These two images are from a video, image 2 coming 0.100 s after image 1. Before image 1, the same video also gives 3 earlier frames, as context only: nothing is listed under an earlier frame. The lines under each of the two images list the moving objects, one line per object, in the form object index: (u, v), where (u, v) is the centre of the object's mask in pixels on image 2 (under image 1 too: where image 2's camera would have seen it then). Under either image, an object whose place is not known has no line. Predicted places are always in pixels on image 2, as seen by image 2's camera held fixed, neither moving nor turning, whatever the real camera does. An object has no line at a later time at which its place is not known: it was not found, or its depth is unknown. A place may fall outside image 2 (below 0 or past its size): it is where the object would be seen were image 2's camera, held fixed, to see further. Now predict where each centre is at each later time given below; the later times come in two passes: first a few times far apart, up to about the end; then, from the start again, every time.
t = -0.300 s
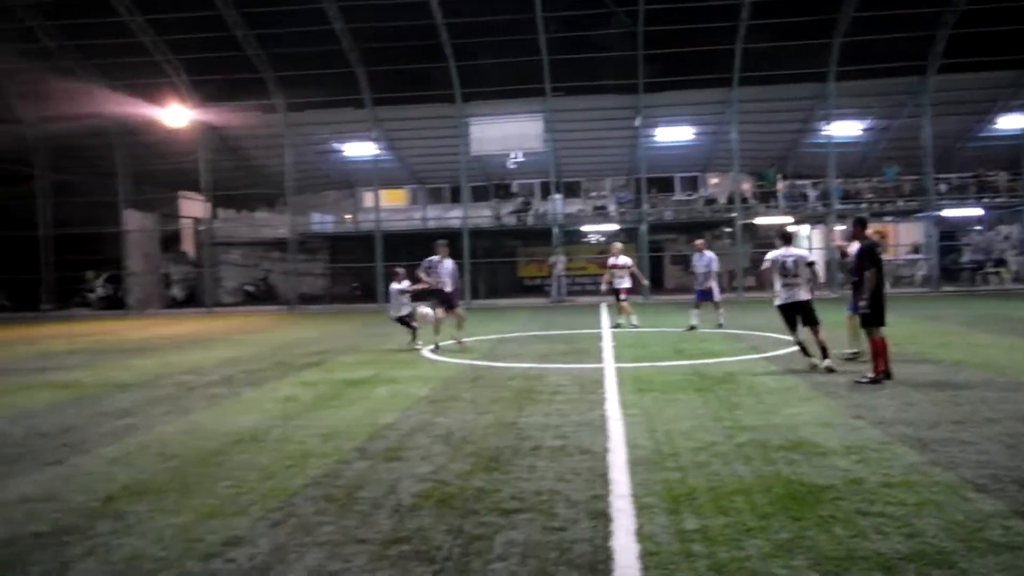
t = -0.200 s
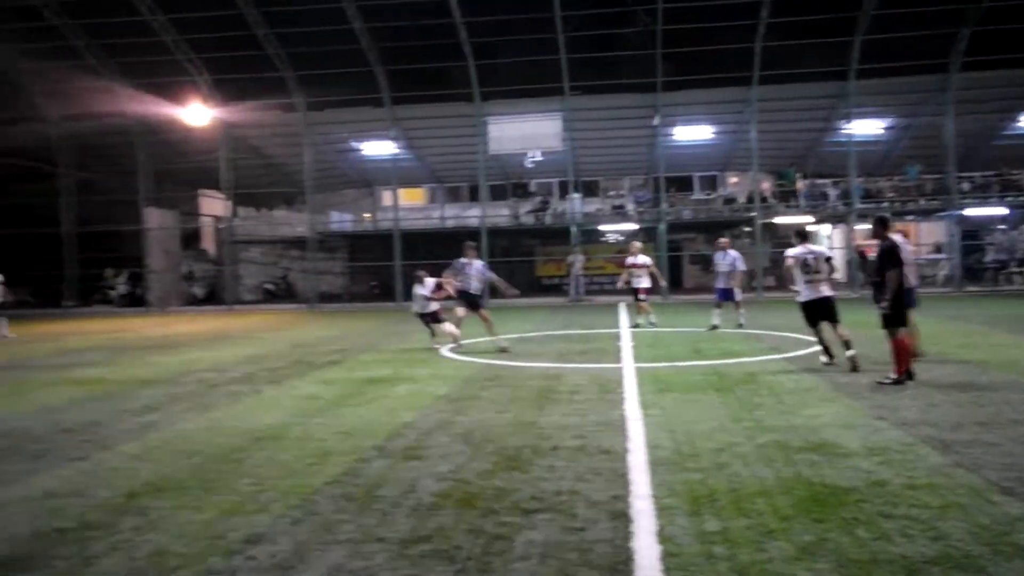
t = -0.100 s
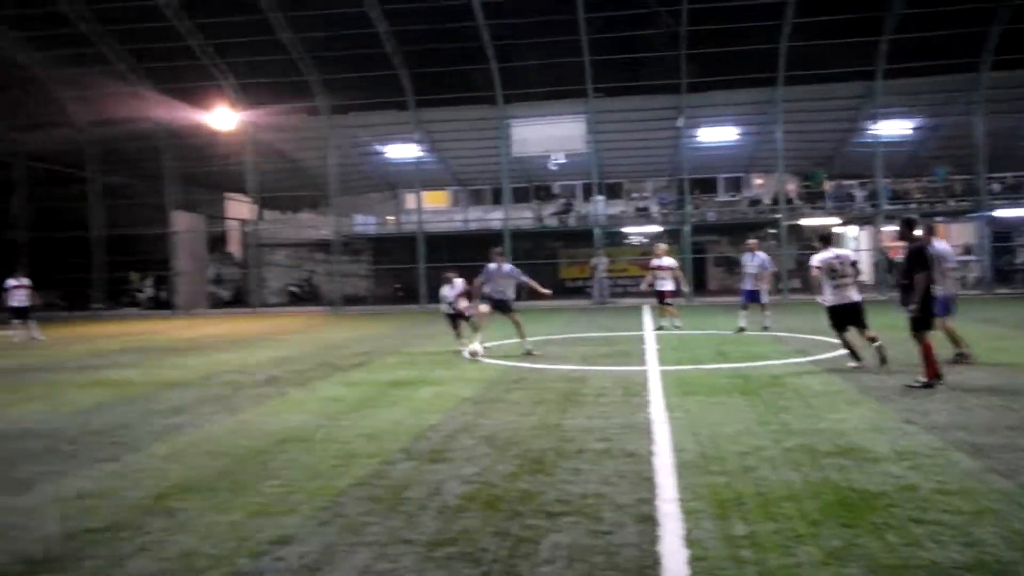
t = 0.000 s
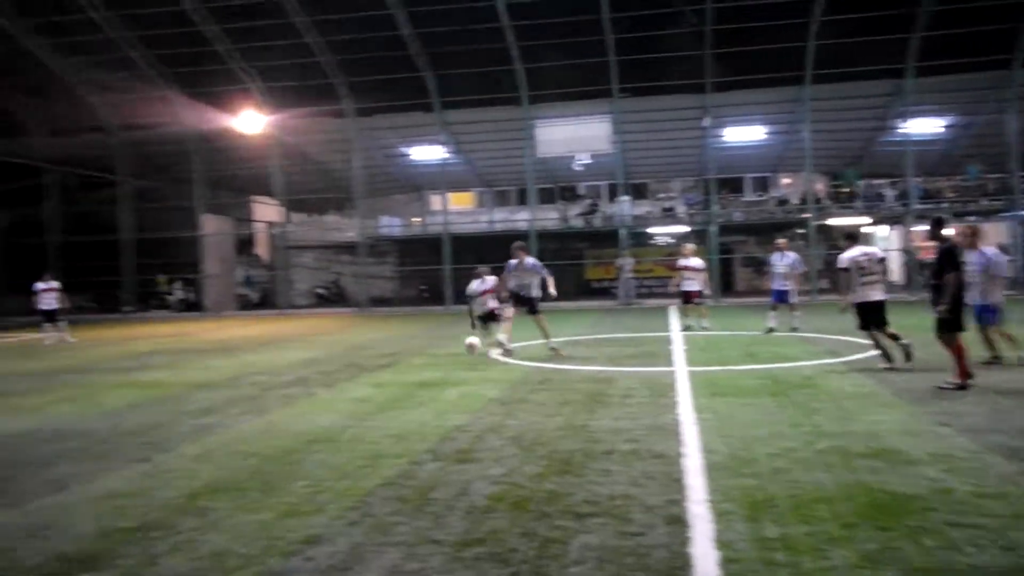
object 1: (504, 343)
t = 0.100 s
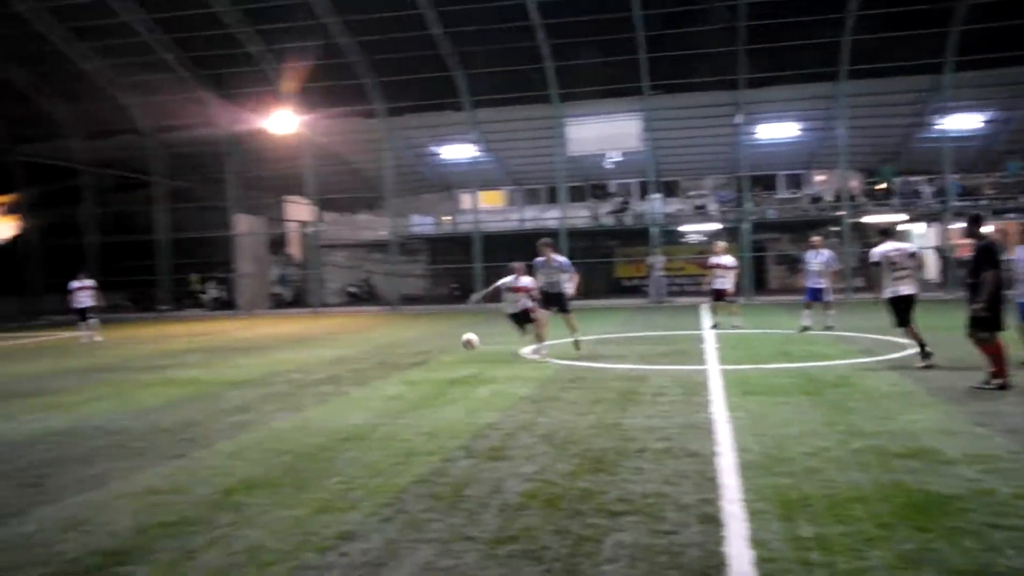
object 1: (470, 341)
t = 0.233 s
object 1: (418, 352)
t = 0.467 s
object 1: (302, 399)
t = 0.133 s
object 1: (458, 343)
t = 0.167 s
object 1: (445, 345)
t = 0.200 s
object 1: (432, 347)
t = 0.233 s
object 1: (418, 352)
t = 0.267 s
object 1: (404, 355)
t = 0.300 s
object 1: (388, 362)
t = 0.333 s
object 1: (372, 369)
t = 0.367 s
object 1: (355, 378)
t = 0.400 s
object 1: (337, 388)
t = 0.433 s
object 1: (317, 400)
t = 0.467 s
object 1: (302, 399)
